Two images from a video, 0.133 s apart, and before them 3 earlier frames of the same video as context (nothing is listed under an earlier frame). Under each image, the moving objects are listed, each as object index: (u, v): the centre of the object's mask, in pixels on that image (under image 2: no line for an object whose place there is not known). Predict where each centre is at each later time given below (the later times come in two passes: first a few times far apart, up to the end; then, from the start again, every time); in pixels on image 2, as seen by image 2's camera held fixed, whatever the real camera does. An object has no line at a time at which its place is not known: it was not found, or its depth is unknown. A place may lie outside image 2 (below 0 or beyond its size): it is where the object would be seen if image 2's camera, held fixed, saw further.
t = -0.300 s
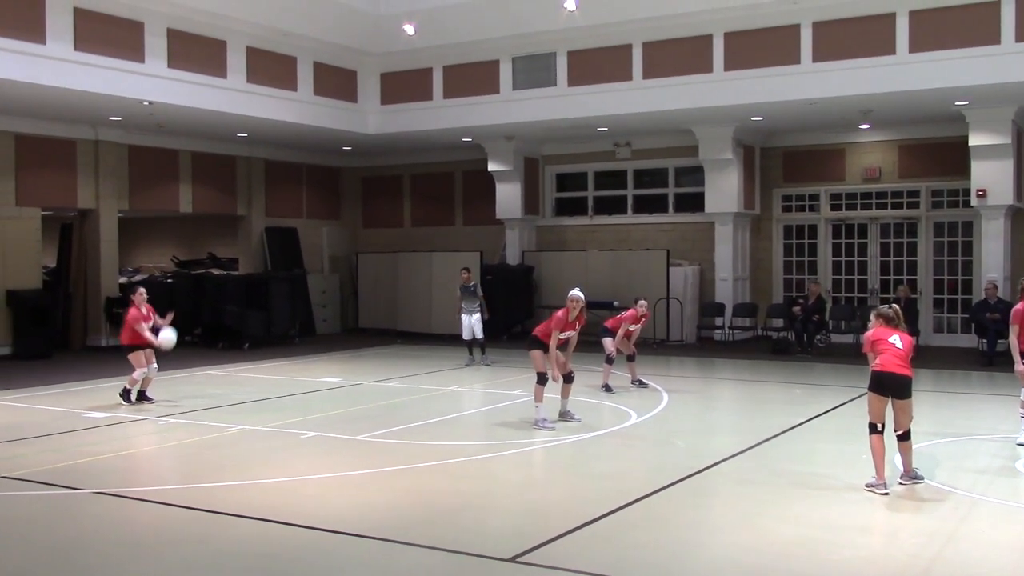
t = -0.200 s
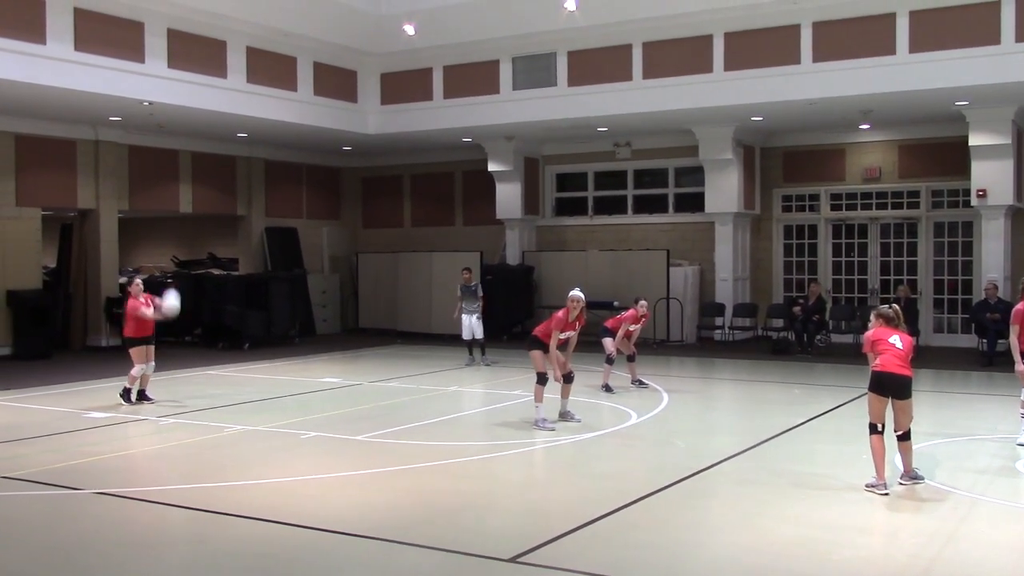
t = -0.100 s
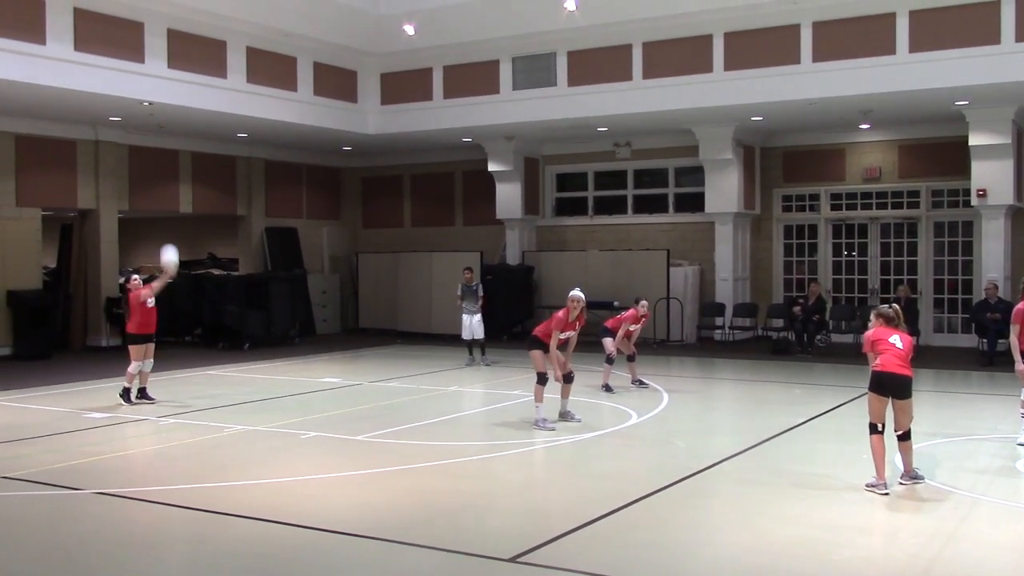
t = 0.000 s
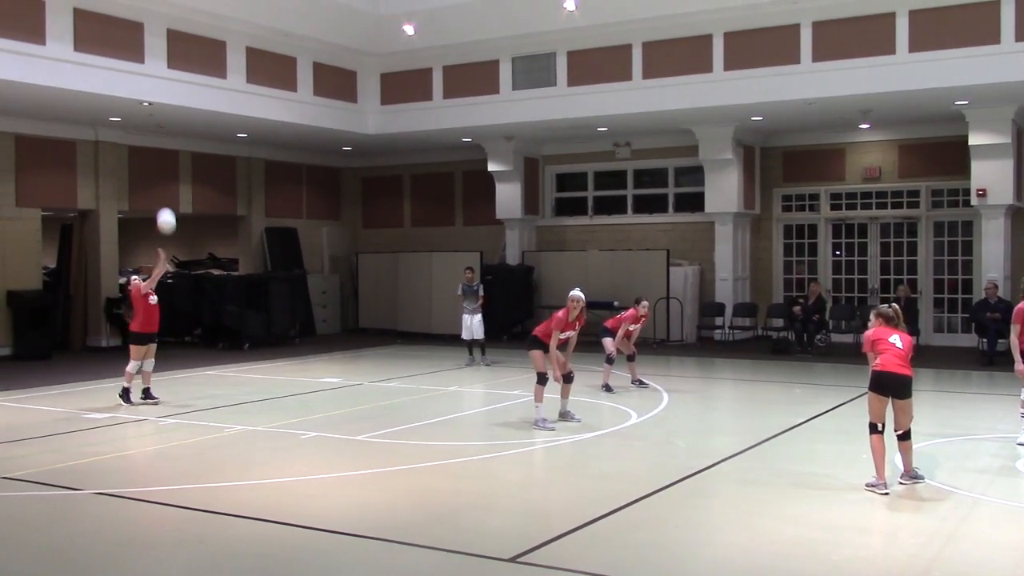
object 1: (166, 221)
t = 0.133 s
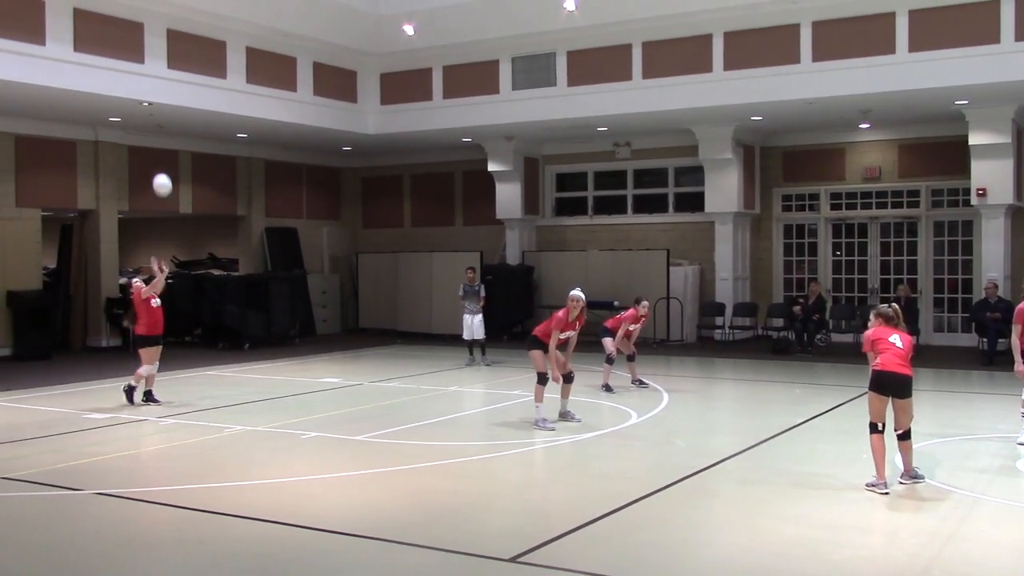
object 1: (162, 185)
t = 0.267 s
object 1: (158, 164)
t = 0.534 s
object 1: (152, 166)
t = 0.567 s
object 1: (151, 171)
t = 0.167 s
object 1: (161, 178)
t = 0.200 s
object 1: (160, 172)
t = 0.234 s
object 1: (159, 167)
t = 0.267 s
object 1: (158, 164)
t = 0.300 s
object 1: (157, 161)
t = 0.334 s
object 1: (157, 159)
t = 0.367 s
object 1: (156, 158)
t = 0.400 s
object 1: (155, 158)
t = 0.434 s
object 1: (154, 158)
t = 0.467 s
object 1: (153, 160)
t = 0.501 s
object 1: (153, 163)
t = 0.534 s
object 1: (152, 166)
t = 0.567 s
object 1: (151, 171)
